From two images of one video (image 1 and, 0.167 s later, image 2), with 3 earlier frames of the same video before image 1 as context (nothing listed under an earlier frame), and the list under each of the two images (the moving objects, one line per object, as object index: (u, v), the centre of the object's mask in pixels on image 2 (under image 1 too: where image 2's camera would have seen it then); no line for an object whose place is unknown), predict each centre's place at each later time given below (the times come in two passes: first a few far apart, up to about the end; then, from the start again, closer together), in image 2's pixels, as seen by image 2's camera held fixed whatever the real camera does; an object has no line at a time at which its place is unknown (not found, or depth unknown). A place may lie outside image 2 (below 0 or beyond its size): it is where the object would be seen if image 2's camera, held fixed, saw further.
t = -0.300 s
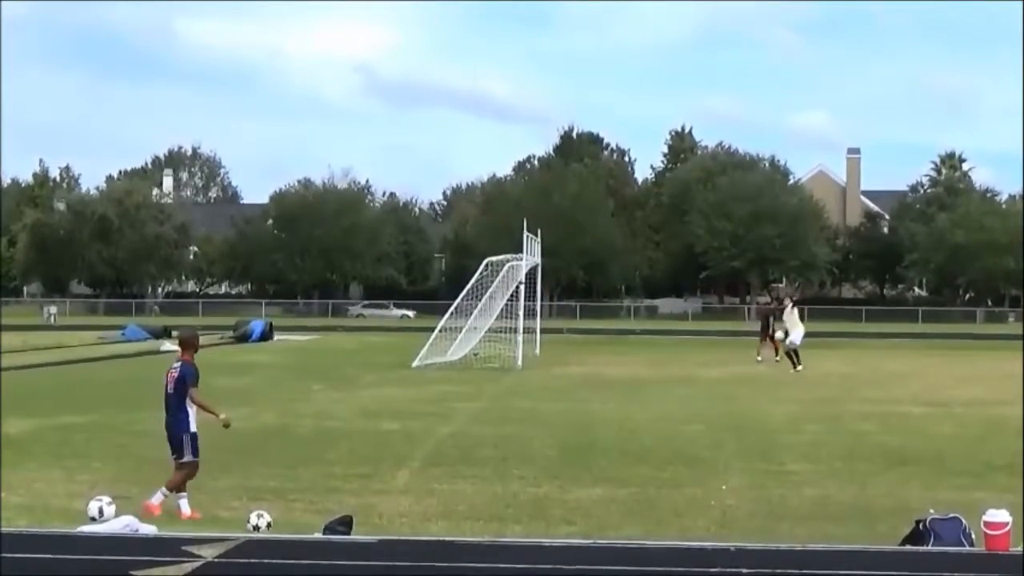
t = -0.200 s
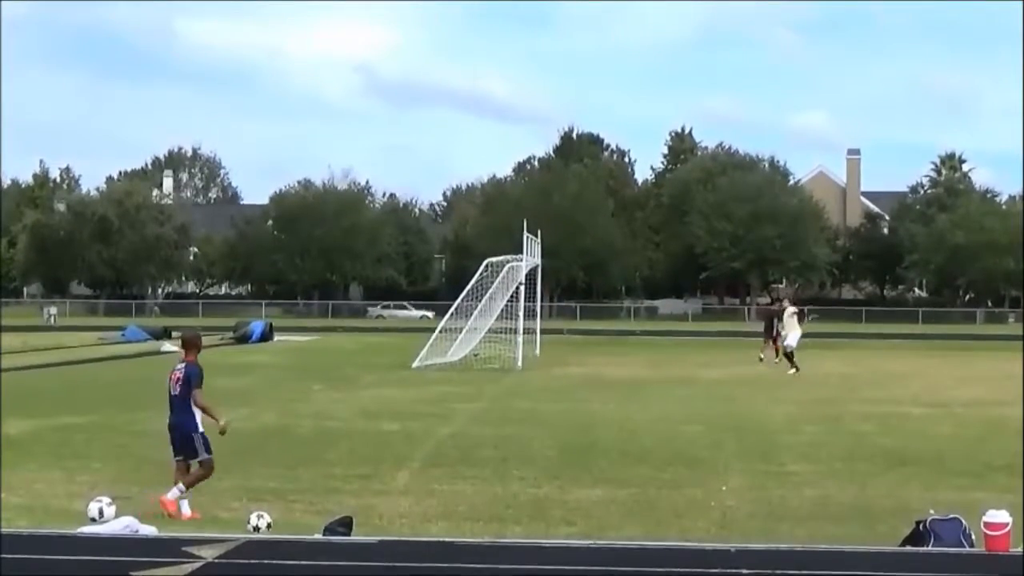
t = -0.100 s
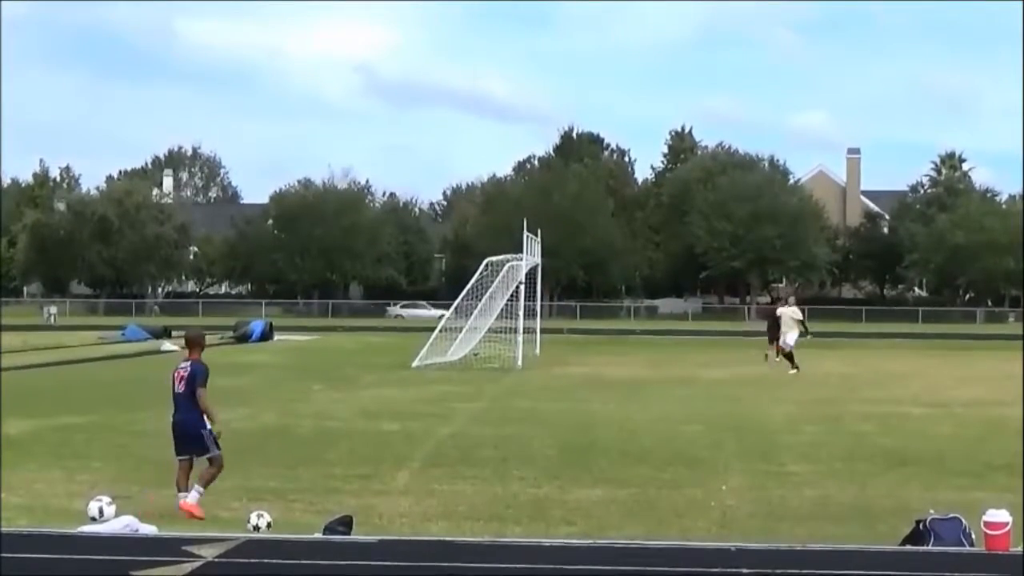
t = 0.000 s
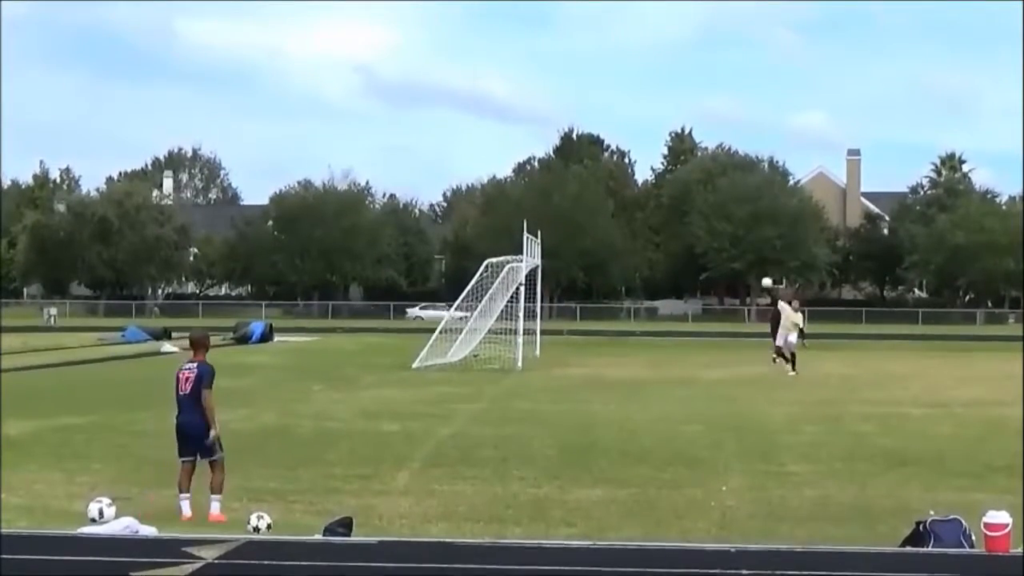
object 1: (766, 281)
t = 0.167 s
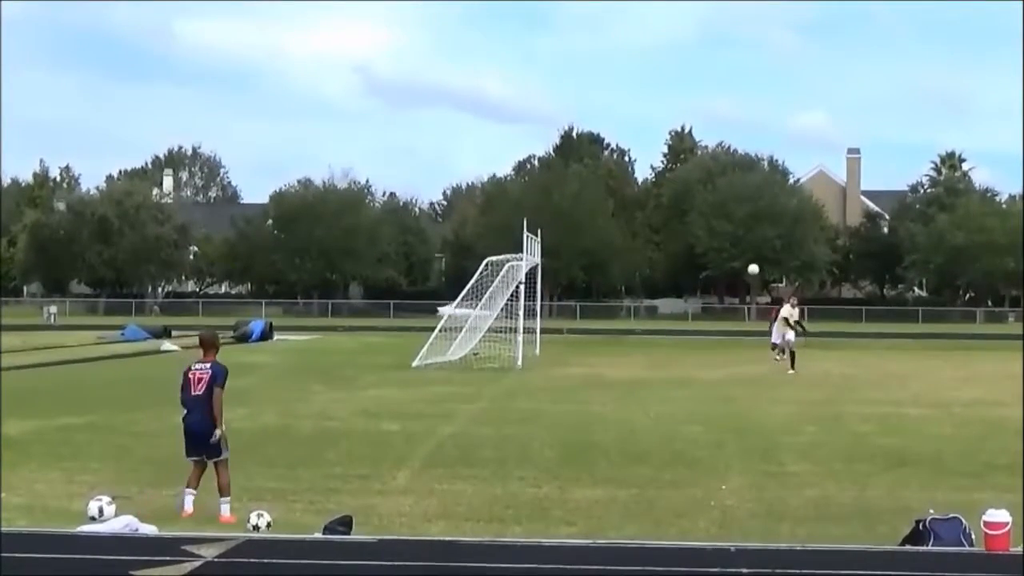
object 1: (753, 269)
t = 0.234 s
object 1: (746, 267)
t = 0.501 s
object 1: (707, 272)
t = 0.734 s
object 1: (655, 301)
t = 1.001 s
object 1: (569, 375)
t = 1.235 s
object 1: (477, 422)
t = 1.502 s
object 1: (367, 417)
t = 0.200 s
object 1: (749, 268)
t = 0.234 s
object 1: (746, 267)
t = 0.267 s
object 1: (742, 266)
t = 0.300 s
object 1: (738, 266)
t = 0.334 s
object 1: (734, 266)
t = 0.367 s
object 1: (729, 266)
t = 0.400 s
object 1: (724, 267)
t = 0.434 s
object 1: (719, 268)
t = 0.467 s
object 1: (713, 270)
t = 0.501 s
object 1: (707, 272)
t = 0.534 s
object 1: (701, 275)
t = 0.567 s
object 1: (695, 278)
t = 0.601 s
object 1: (688, 282)
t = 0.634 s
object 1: (680, 286)
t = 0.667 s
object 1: (673, 291)
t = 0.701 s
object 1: (664, 295)
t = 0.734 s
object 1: (655, 301)
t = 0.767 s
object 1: (647, 308)
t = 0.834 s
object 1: (627, 323)
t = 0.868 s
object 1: (617, 332)
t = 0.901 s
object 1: (606, 341)
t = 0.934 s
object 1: (594, 352)
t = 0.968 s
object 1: (583, 364)
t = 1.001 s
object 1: (569, 375)
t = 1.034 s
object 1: (556, 389)
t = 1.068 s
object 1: (541, 403)
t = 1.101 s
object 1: (527, 420)
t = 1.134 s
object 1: (512, 438)
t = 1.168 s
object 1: (500, 433)
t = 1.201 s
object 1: (488, 427)
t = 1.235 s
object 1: (477, 422)
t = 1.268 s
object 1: (464, 417)
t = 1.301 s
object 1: (451, 414)
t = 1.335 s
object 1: (438, 412)
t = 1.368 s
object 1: (425, 410)
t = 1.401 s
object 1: (411, 410)
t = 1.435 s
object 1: (397, 411)
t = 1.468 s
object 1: (382, 413)
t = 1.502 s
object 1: (367, 417)
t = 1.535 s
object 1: (351, 420)
